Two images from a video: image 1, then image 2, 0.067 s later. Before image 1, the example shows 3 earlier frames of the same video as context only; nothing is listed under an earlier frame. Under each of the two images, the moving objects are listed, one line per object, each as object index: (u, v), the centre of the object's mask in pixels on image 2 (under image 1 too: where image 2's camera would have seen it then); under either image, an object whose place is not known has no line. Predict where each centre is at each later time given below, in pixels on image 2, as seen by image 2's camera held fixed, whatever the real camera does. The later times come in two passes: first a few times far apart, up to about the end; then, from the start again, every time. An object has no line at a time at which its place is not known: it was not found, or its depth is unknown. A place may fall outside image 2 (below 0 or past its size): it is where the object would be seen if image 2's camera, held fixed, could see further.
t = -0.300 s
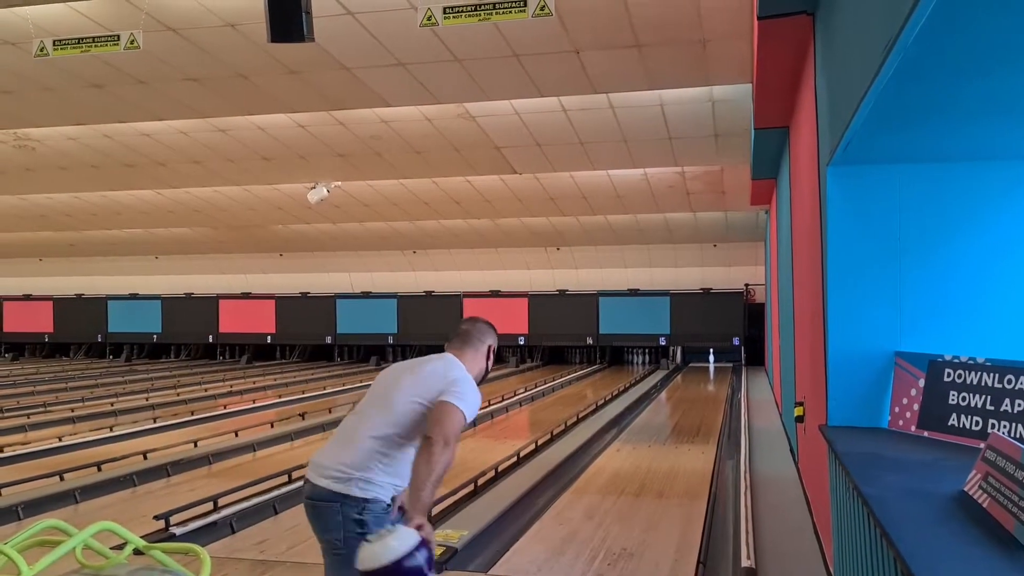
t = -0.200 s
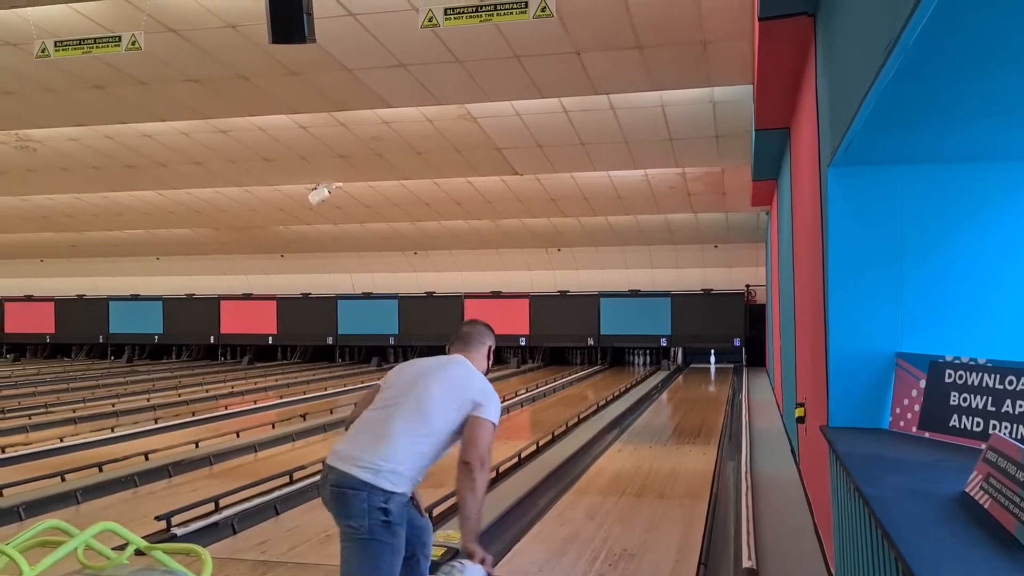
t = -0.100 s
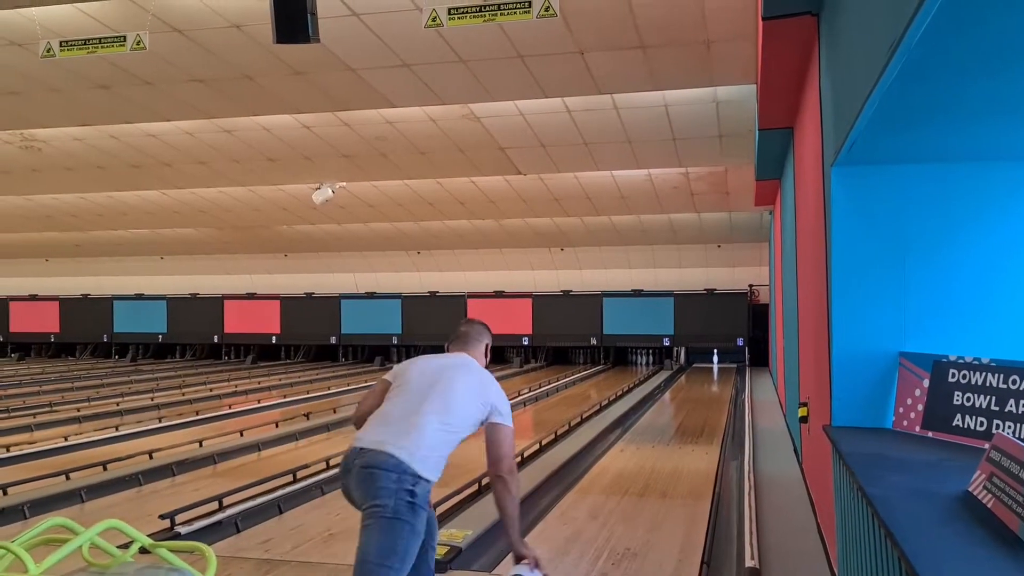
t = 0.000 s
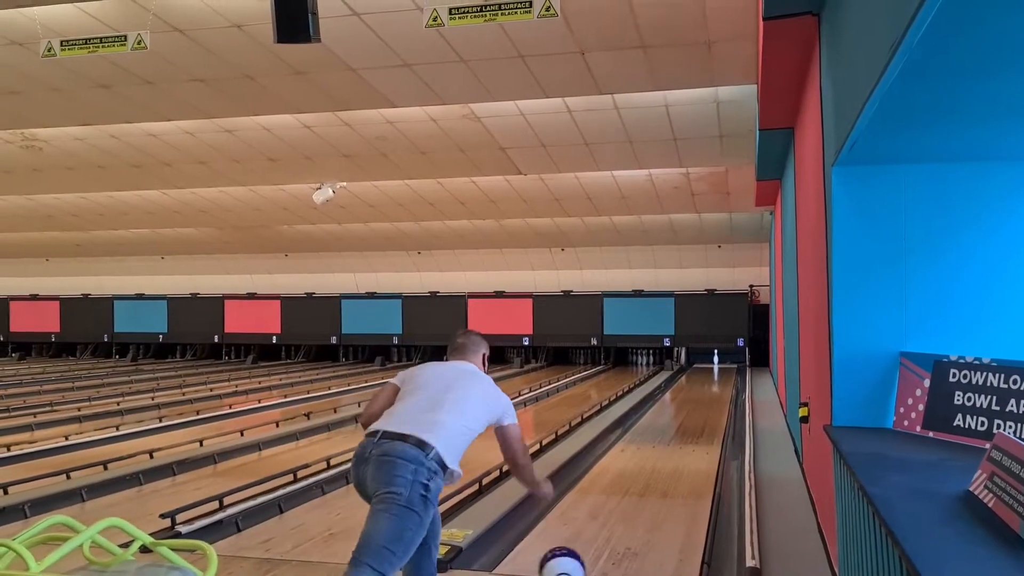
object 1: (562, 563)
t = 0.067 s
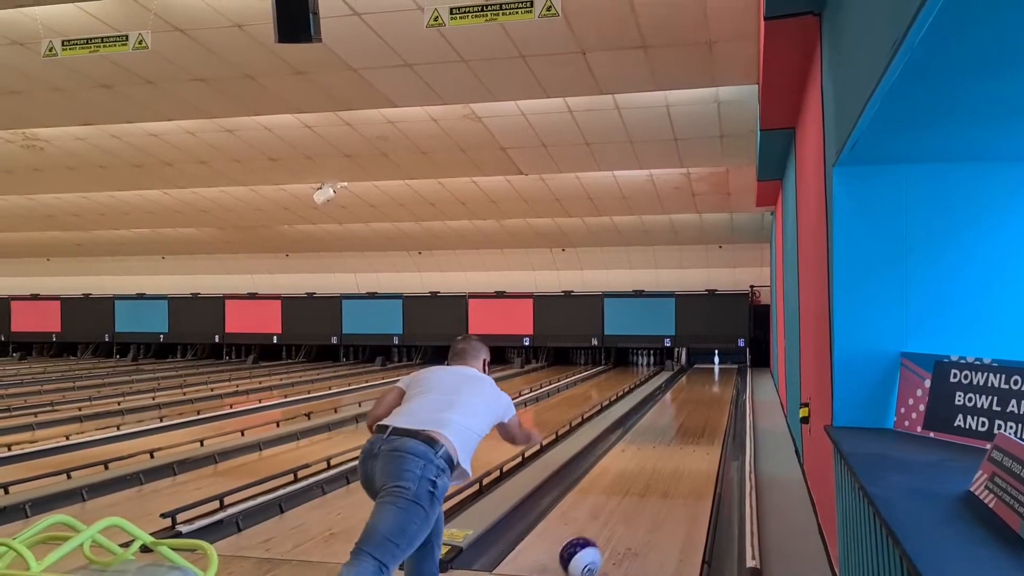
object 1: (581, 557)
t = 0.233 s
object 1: (611, 510)
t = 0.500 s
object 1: (640, 463)
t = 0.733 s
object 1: (654, 438)
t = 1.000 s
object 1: (665, 420)
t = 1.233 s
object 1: (671, 406)
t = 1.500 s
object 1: (676, 397)
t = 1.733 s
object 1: (679, 389)
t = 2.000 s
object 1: (681, 384)
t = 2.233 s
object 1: (681, 378)
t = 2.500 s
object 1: (683, 373)
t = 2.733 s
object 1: (684, 371)
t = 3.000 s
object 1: (684, 370)
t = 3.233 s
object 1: (686, 366)
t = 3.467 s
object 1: (691, 364)
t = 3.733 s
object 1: (695, 363)
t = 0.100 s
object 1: (588, 548)
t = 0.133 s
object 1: (595, 537)
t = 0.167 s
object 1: (601, 527)
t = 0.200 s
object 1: (607, 519)
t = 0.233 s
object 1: (611, 510)
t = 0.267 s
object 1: (615, 503)
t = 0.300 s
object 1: (620, 496)
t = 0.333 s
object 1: (623, 489)
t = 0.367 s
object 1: (627, 483)
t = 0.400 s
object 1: (631, 479)
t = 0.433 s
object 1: (634, 473)
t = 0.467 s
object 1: (637, 468)
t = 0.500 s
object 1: (640, 463)
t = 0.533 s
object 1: (642, 459)
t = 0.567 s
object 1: (645, 455)
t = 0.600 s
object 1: (647, 451)
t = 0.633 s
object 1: (650, 448)
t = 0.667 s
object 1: (651, 444)
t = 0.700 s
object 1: (653, 441)
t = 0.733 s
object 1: (654, 438)
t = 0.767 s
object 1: (656, 436)
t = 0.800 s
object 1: (657, 433)
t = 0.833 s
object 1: (659, 430)
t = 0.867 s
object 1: (660, 428)
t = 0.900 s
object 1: (662, 425)
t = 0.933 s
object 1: (663, 423)
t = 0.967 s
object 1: (664, 421)
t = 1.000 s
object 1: (665, 420)
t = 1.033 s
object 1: (666, 417)
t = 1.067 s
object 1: (668, 415)
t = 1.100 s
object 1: (668, 414)
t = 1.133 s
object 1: (669, 412)
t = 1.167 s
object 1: (669, 411)
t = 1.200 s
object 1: (670, 408)
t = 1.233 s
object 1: (671, 406)
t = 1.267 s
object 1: (672, 406)
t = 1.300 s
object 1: (673, 404)
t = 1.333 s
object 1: (674, 403)
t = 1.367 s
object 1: (674, 401)
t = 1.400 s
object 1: (675, 400)
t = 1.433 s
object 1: (674, 399)
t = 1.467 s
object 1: (675, 397)
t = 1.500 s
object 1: (676, 397)
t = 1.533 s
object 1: (677, 396)
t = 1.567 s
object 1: (677, 394)
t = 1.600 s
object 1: (677, 394)
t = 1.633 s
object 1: (677, 392)
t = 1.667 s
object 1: (678, 391)
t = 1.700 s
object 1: (679, 392)
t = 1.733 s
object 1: (679, 389)
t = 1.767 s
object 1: (679, 389)
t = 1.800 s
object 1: (679, 387)
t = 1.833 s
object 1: (679, 386)
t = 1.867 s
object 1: (681, 386)
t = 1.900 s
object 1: (681, 384)
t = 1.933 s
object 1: (680, 385)
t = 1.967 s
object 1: (680, 383)
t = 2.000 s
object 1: (681, 384)
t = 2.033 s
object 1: (682, 382)
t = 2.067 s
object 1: (681, 382)
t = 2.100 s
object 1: (680, 380)
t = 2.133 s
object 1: (681, 380)
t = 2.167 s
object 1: (682, 380)
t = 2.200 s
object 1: (682, 379)
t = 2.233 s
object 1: (681, 378)
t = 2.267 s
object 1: (682, 377)
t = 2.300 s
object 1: (683, 378)
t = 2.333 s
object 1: (682, 376)
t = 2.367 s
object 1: (682, 376)
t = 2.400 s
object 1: (682, 375)
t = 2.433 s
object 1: (683, 375)
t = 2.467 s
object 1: (683, 374)
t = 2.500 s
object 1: (683, 373)
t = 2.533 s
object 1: (682, 373)
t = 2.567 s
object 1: (683, 372)
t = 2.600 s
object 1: (684, 372)
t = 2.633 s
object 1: (683, 371)
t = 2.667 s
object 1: (683, 372)
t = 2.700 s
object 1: (683, 369)
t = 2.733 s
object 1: (684, 371)
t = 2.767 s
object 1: (683, 371)
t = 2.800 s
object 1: (682, 371)
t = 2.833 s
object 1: (682, 369)
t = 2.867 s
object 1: (683, 372)
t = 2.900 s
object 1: (683, 369)
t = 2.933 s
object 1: (682, 371)
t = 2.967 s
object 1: (683, 368)
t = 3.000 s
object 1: (684, 370)
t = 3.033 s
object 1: (685, 368)
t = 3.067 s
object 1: (683, 370)
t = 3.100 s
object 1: (685, 367)
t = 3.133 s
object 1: (685, 369)
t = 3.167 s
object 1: (686, 367)
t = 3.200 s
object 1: (685, 368)
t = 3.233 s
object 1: (686, 366)
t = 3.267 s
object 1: (686, 367)
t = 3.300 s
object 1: (687, 365)
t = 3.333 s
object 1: (687, 366)
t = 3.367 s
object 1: (687, 364)
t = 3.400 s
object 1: (688, 366)
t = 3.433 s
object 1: (690, 364)
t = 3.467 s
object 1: (691, 364)
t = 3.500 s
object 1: (690, 364)
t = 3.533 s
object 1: (691, 364)
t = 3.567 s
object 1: (691, 364)
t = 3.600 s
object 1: (692, 363)
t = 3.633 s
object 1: (692, 364)
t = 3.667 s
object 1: (693, 363)
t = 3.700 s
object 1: (693, 363)
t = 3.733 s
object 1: (695, 363)
